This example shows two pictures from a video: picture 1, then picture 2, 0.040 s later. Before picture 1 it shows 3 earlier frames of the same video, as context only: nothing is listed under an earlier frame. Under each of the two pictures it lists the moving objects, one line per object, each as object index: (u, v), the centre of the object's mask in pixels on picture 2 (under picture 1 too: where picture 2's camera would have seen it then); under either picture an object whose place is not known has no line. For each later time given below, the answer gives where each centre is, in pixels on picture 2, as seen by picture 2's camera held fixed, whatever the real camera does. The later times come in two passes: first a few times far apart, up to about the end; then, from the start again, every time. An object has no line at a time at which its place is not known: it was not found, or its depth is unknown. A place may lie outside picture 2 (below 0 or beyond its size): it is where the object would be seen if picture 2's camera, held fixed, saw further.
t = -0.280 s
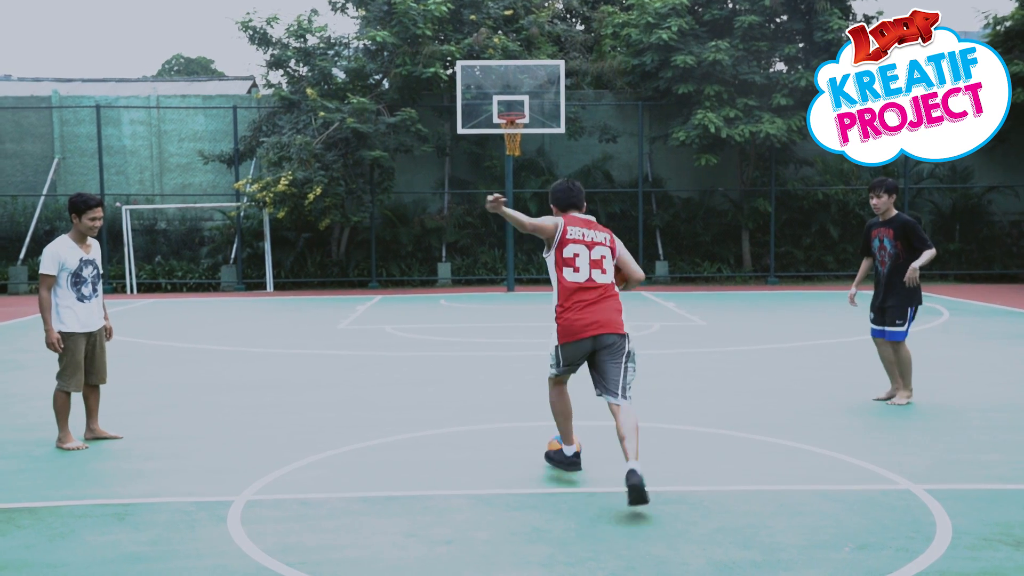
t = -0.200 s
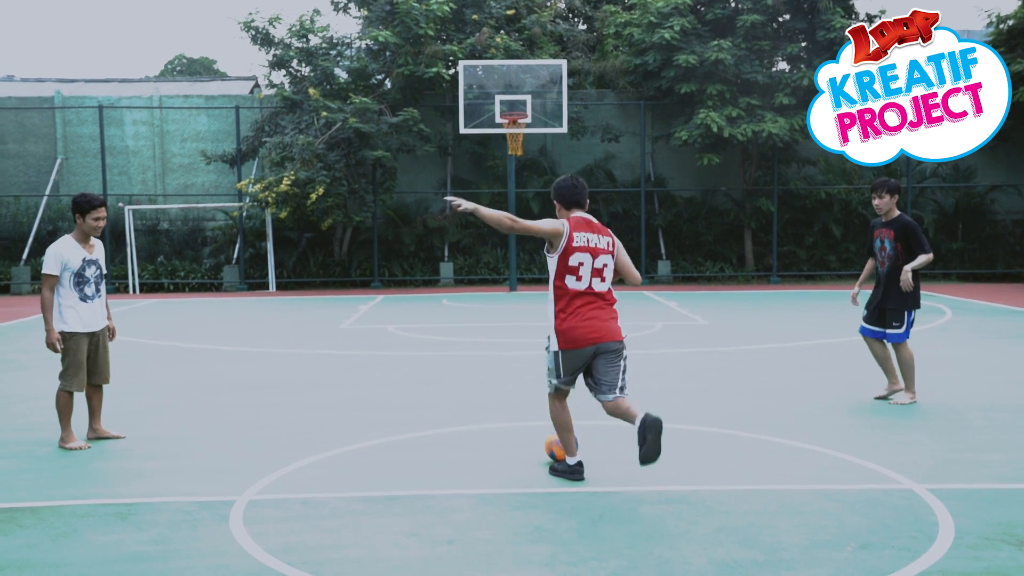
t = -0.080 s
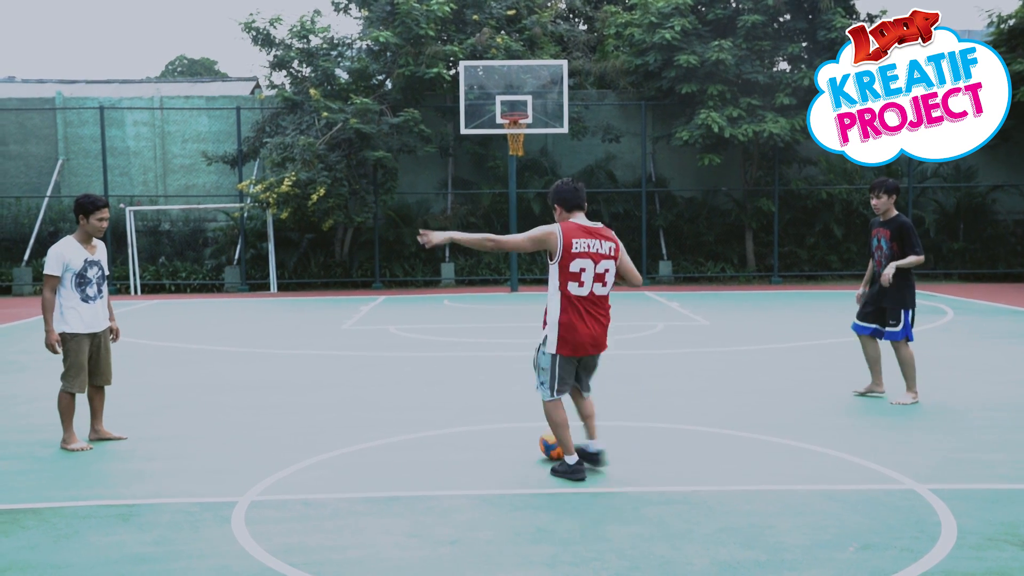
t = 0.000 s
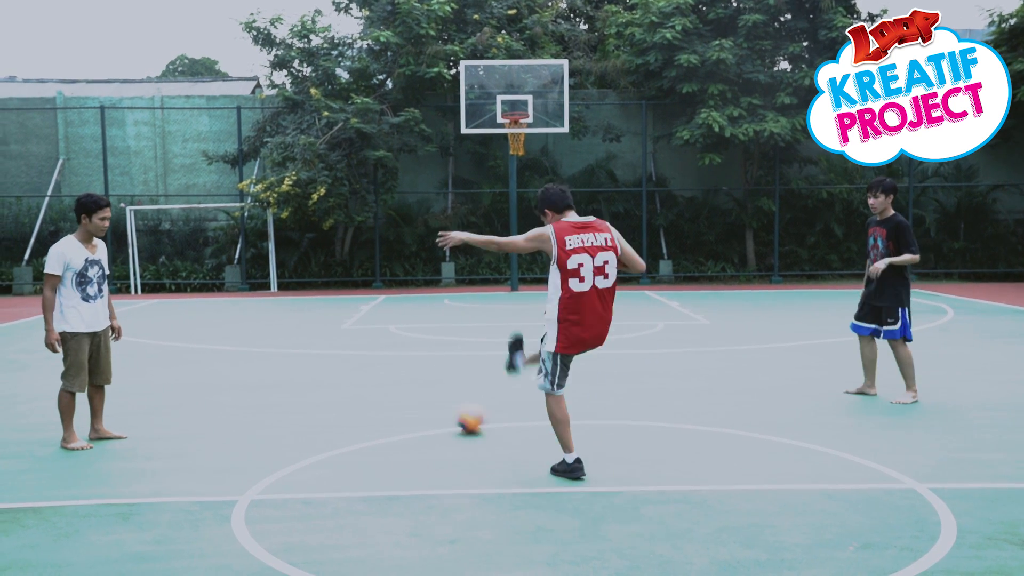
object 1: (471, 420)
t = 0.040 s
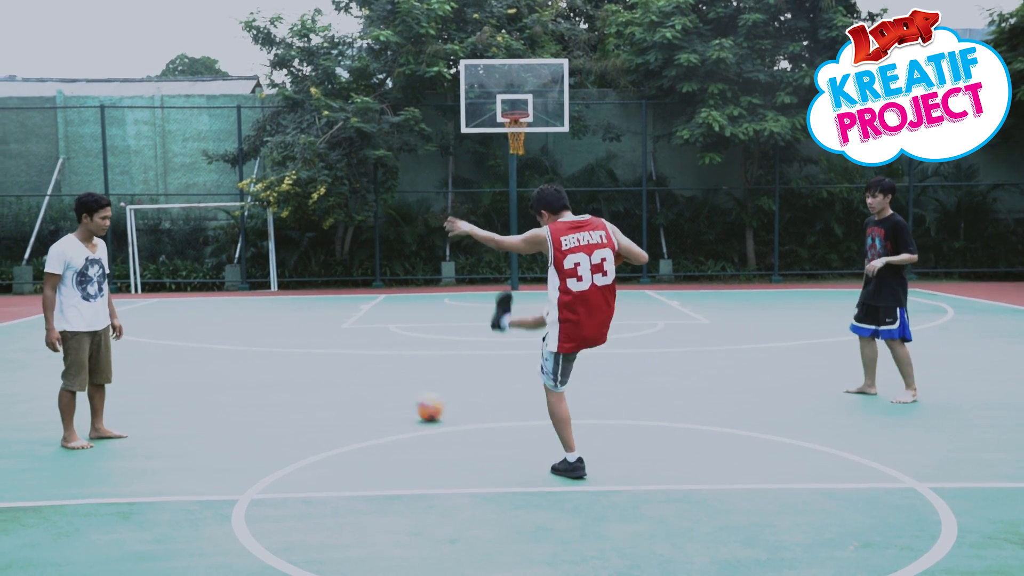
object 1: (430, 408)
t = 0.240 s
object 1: (290, 369)
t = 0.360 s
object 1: (235, 353)
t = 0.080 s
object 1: (395, 398)
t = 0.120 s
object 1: (364, 388)
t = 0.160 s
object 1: (335, 381)
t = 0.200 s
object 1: (311, 377)
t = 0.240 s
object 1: (290, 369)
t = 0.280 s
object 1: (270, 364)
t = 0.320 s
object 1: (252, 361)
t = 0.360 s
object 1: (235, 353)
